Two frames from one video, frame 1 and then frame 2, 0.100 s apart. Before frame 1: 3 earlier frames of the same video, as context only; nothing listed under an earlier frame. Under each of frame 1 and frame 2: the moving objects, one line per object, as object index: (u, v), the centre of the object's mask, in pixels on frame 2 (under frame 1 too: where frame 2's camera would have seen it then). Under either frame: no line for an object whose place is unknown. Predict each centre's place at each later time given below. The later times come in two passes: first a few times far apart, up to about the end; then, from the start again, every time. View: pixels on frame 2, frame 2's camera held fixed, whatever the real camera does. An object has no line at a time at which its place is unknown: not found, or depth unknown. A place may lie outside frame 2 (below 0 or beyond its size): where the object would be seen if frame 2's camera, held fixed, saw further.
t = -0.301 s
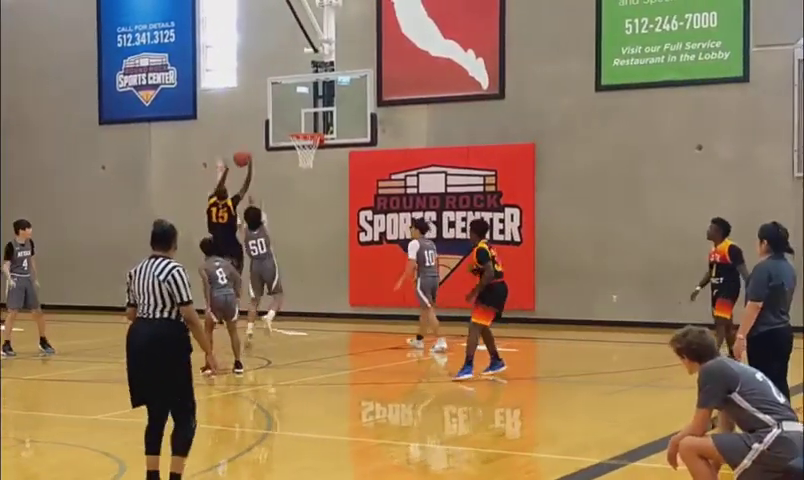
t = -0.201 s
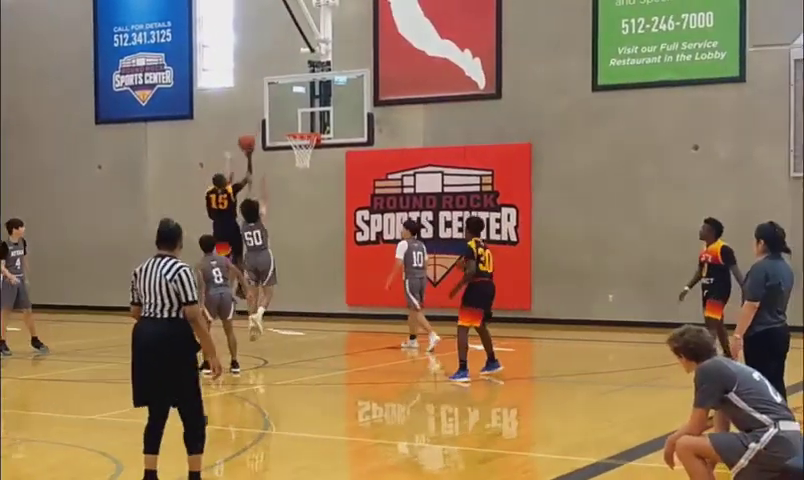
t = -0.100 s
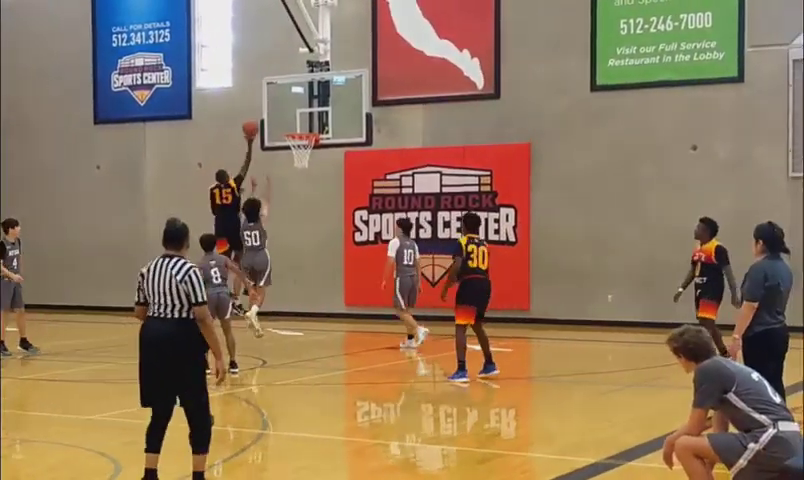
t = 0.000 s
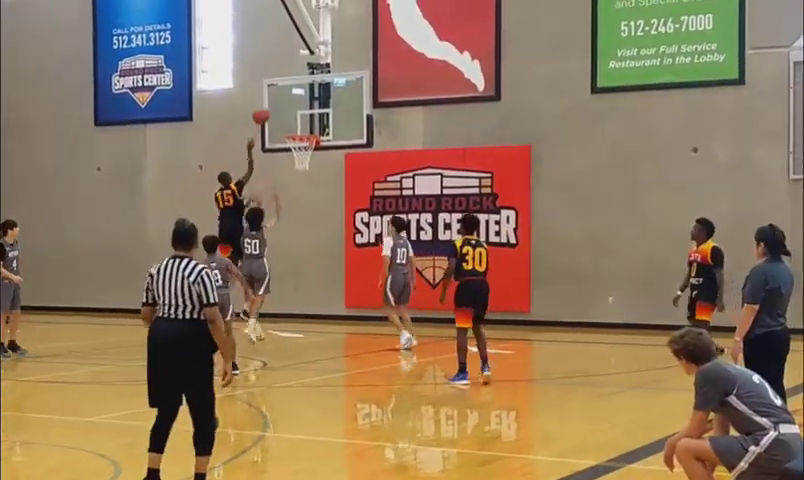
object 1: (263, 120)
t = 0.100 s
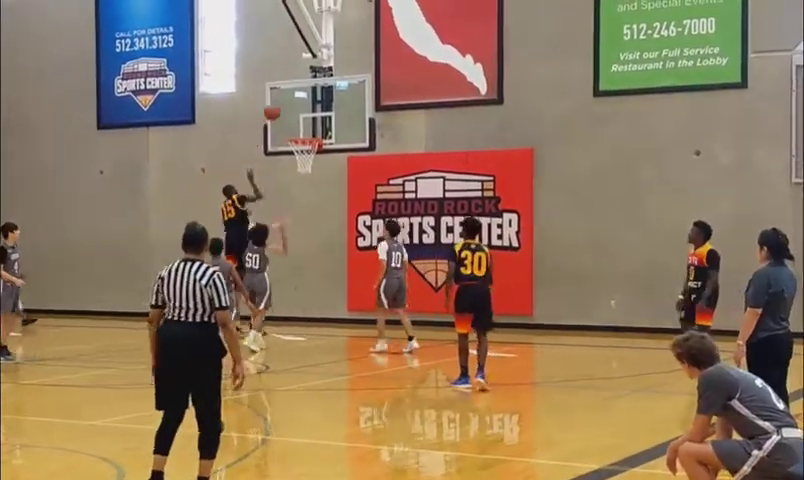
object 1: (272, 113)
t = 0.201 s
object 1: (280, 113)
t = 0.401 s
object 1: (298, 133)
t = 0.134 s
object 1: (275, 112)
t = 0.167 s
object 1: (277, 112)
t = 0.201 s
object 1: (280, 113)
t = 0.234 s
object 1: (283, 114)
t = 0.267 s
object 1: (286, 117)
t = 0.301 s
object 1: (289, 120)
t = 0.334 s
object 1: (292, 124)
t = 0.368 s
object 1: (295, 129)
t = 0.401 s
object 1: (298, 133)
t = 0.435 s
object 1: (299, 139)
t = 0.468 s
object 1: (301, 145)
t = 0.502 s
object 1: (306, 146)
